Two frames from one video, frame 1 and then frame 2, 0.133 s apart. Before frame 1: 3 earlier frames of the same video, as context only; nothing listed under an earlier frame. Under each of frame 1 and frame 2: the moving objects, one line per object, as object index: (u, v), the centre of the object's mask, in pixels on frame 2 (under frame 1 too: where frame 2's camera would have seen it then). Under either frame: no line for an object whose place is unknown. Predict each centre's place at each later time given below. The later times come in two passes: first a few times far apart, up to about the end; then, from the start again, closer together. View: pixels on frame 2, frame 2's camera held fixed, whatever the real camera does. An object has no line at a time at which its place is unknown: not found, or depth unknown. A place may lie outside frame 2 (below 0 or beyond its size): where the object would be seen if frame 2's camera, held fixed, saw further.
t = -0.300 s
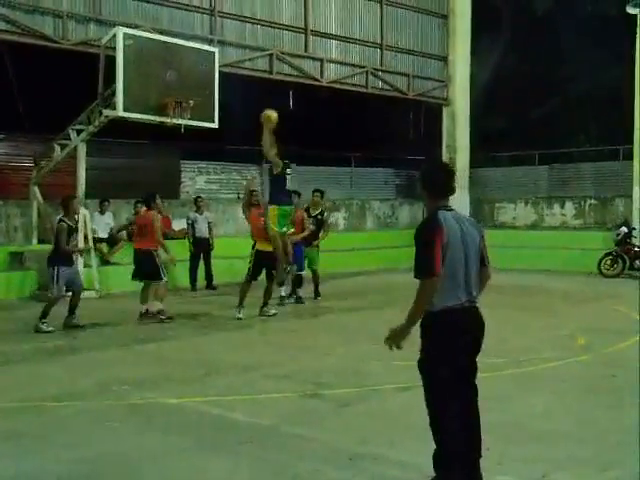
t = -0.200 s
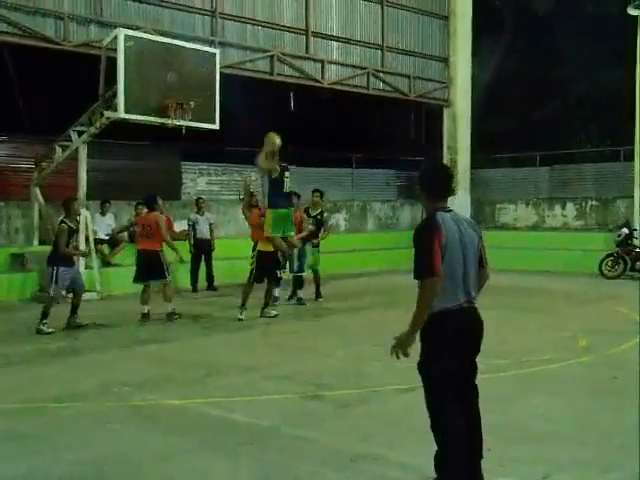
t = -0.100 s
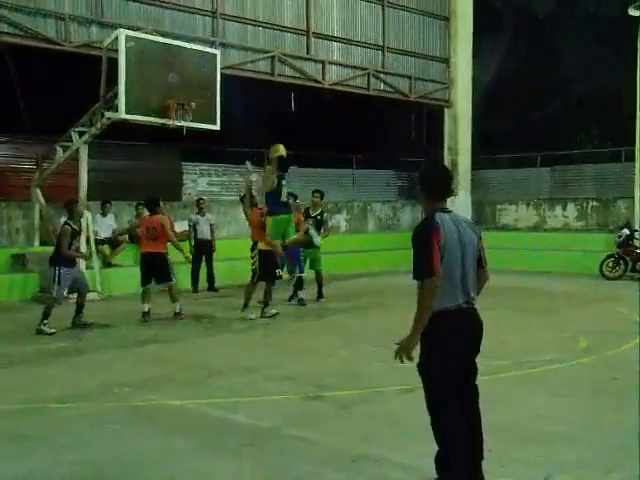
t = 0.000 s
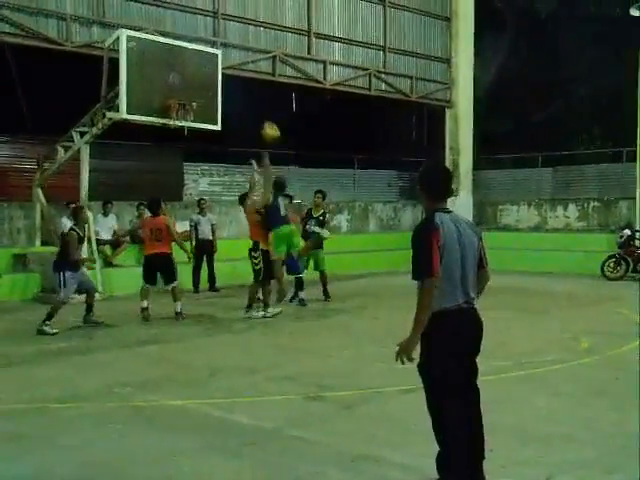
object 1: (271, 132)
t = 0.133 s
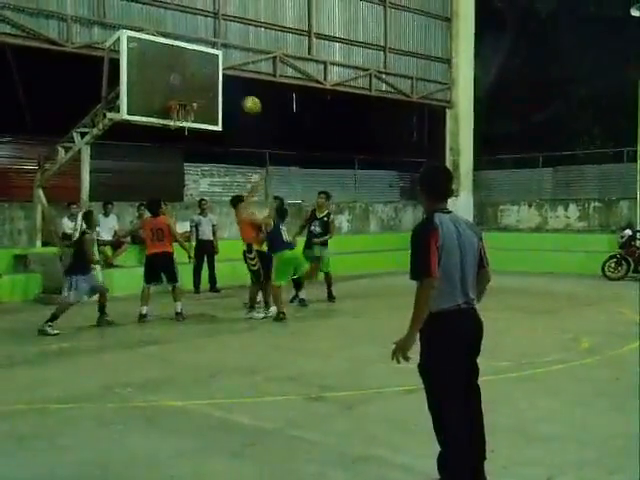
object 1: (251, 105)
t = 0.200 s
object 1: (242, 96)
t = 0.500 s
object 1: (205, 93)
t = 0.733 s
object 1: (188, 102)
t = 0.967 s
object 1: (186, 135)
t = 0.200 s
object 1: (242, 96)
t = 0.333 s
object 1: (225, 88)
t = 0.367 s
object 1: (221, 87)
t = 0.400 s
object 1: (217, 87)
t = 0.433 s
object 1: (212, 88)
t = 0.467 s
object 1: (209, 90)
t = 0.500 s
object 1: (205, 93)
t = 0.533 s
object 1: (200, 96)
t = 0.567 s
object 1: (196, 96)
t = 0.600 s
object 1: (194, 97)
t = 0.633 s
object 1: (192, 97)
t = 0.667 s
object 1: (190, 98)
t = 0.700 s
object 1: (187, 101)
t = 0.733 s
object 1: (188, 102)
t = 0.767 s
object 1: (188, 106)
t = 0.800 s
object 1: (187, 109)
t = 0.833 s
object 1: (187, 111)
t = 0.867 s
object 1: (186, 116)
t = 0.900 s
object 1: (185, 120)
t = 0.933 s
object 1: (186, 126)
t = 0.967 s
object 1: (186, 135)
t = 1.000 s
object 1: (186, 141)
